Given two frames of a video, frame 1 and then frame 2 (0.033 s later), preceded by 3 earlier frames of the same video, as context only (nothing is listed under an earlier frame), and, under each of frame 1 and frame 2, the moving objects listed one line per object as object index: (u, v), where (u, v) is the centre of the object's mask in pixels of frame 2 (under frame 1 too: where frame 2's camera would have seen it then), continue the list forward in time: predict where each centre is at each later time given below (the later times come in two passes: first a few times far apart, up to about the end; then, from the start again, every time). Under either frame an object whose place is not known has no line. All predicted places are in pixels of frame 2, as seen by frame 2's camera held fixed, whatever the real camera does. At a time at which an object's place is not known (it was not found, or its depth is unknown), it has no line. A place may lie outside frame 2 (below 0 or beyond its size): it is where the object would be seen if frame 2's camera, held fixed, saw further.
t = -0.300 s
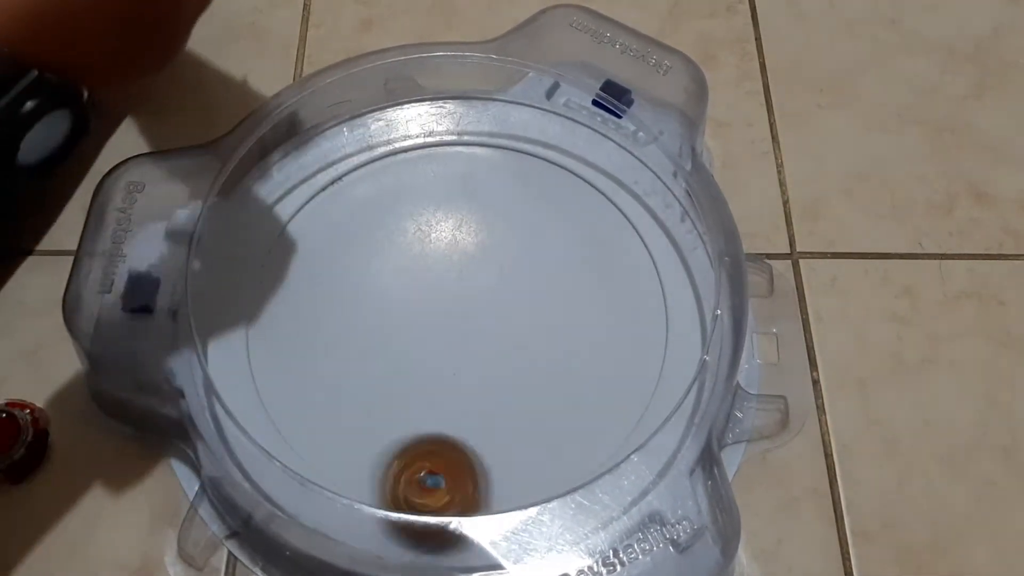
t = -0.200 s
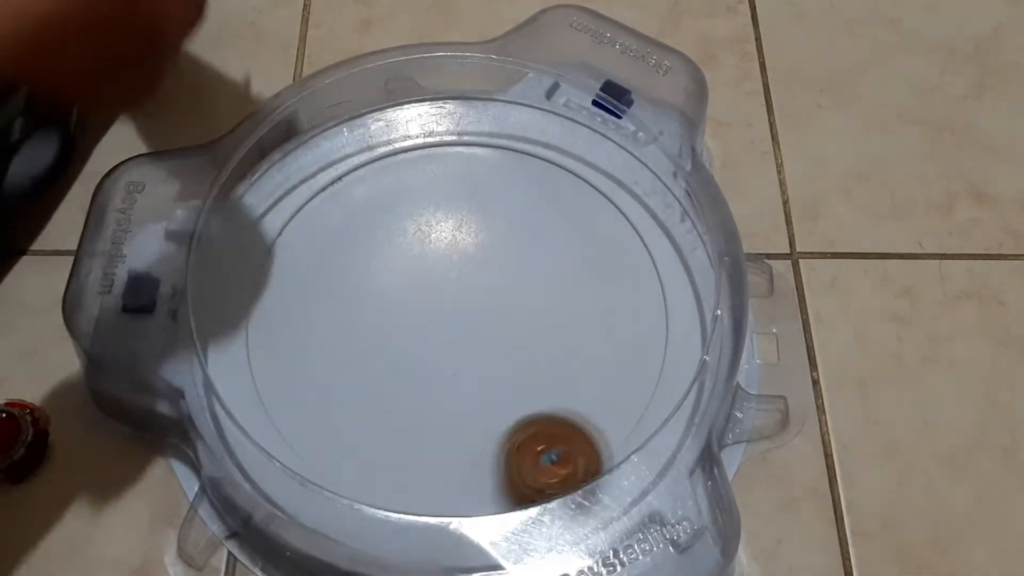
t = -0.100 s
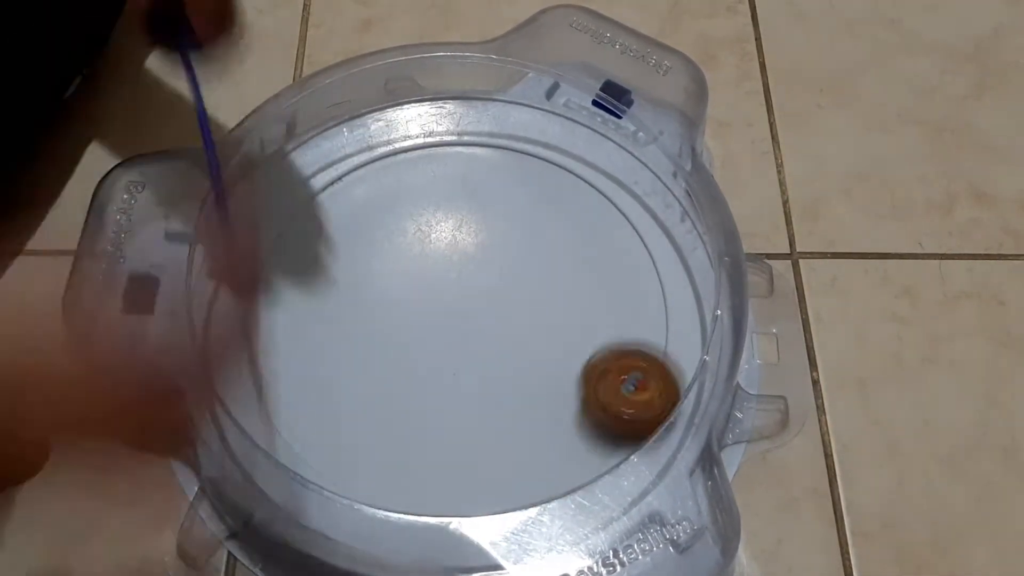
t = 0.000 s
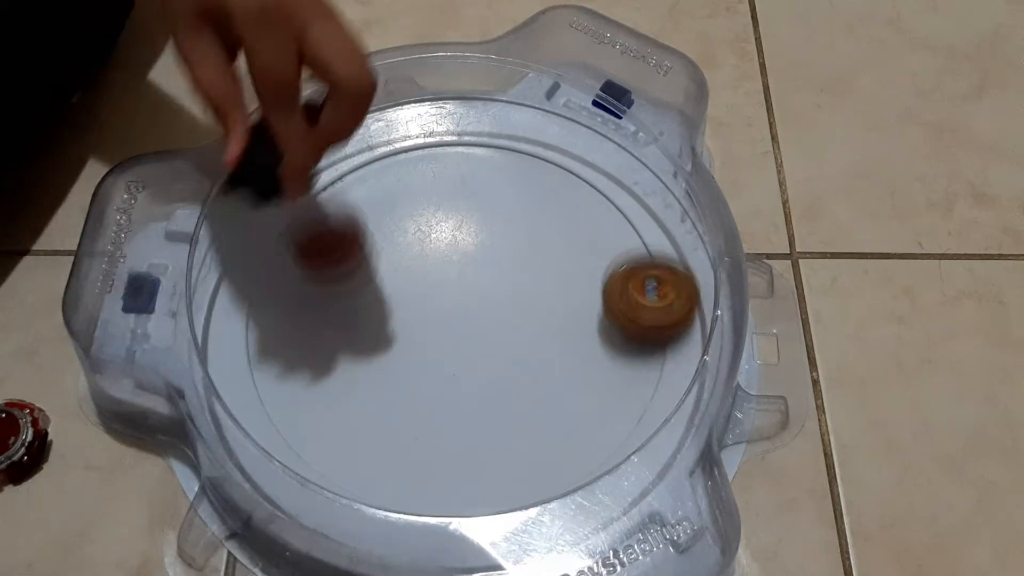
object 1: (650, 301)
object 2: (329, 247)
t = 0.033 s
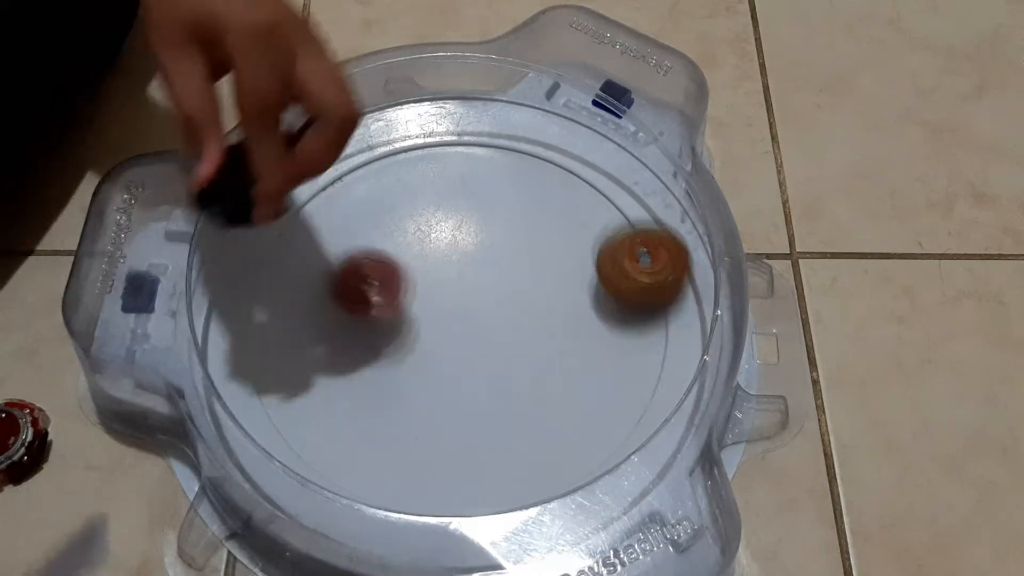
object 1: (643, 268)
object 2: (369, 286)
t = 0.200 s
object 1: (534, 154)
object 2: (567, 408)
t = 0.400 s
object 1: (328, 186)
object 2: (632, 330)
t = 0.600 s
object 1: (275, 385)
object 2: (536, 220)
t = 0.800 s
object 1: (478, 475)
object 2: (403, 240)
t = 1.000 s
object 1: (638, 358)
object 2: (360, 341)
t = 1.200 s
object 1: (573, 187)
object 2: (428, 399)
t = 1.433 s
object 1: (349, 180)
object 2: (498, 361)
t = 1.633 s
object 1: (275, 344)
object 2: (493, 308)
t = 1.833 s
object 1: (439, 468)
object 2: (454, 291)
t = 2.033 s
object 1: (614, 375)
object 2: (429, 298)
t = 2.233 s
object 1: (578, 210)
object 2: (425, 312)
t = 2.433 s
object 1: (403, 171)
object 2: (437, 319)
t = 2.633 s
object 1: (288, 294)
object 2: (455, 314)
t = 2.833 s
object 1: (377, 445)
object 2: (464, 306)
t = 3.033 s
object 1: (565, 426)
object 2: (468, 298)
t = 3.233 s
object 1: (618, 277)
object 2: (466, 296)
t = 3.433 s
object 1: (502, 177)
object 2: (466, 298)
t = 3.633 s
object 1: (341, 218)
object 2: (468, 303)
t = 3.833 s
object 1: (304, 367)
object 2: (470, 309)
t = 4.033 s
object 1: (455, 457)
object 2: (468, 313)
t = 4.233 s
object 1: (603, 368)
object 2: (465, 320)
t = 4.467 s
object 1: (561, 210)
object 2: (463, 326)
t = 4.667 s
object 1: (407, 184)
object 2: (458, 329)
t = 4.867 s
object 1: (300, 294)
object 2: (455, 330)
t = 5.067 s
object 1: (376, 433)
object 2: (455, 328)
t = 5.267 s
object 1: (550, 422)
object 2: (452, 324)
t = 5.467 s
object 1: (609, 285)
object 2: (448, 318)
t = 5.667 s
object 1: (508, 187)
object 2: (445, 313)
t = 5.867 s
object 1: (356, 217)
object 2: (444, 312)
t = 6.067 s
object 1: (313, 356)
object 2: (448, 312)
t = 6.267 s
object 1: (449, 448)
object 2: (456, 310)
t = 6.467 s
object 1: (590, 372)
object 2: (464, 307)
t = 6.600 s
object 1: (600, 278)
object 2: (469, 304)
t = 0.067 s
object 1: (630, 238)
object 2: (407, 301)
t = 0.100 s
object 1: (613, 210)
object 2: (450, 328)
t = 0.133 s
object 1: (592, 187)
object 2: (495, 376)
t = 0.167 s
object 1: (565, 169)
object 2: (533, 398)
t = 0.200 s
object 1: (534, 154)
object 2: (567, 408)
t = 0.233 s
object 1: (500, 144)
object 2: (600, 419)
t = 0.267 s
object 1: (466, 139)
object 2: (623, 416)
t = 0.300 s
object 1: (429, 141)
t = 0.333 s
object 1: (393, 152)
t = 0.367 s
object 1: (360, 166)
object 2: (637, 352)
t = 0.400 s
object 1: (328, 186)
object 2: (632, 330)
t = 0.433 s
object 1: (300, 211)
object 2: (624, 306)
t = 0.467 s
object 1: (278, 241)
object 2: (613, 280)
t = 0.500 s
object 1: (264, 275)
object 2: (597, 260)
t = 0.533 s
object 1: (261, 312)
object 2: (579, 243)
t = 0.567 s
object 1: (264, 350)
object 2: (558, 230)
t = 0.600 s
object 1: (275, 385)
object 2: (536, 220)
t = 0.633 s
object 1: (295, 416)
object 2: (513, 215)
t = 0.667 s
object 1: (321, 438)
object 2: (489, 213)
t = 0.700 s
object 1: (357, 459)
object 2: (466, 215)
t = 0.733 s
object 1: (396, 471)
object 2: (444, 219)
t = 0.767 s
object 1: (436, 476)
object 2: (422, 228)
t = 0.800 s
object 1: (478, 475)
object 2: (403, 240)
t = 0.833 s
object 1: (515, 468)
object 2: (388, 255)
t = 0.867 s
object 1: (550, 454)
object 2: (374, 271)
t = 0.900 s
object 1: (580, 436)
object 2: (365, 288)
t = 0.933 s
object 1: (605, 414)
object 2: (359, 305)
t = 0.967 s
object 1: (624, 389)
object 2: (358, 325)
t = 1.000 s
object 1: (638, 358)
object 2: (360, 341)
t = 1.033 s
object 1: (643, 328)
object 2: (366, 356)
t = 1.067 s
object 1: (642, 297)
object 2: (375, 370)
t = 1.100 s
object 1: (634, 265)
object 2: (386, 381)
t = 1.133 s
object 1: (619, 236)
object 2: (399, 390)
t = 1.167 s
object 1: (599, 210)
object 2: (413, 396)
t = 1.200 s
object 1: (573, 187)
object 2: (428, 399)
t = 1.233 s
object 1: (545, 171)
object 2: (441, 399)
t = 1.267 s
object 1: (514, 159)
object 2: (455, 396)
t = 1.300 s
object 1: (481, 153)
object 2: (466, 392)
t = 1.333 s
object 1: (446, 152)
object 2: (477, 385)
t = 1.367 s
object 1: (412, 156)
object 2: (486, 378)
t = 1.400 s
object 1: (378, 165)
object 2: (493, 370)
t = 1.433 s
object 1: (349, 180)
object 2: (498, 361)
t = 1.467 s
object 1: (323, 197)
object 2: (501, 350)
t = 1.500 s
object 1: (302, 219)
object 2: (503, 339)
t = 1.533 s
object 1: (285, 245)
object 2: (502, 330)
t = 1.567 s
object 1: (275, 274)
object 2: (501, 324)
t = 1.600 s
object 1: (270, 308)
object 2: (497, 315)
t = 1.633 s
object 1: (275, 344)
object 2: (493, 308)
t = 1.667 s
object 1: (286, 377)
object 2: (487, 303)
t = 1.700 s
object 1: (304, 406)
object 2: (481, 298)
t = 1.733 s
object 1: (330, 433)
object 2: (474, 295)
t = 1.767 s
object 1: (362, 451)
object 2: (467, 292)
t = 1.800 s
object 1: (399, 463)
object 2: (460, 292)
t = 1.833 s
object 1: (439, 468)
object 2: (454, 291)
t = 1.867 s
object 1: (477, 467)
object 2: (448, 290)
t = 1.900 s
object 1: (514, 459)
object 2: (443, 291)
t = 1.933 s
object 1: (549, 444)
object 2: (438, 292)
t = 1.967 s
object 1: (576, 425)
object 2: (434, 294)
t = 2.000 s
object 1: (598, 402)
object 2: (431, 296)
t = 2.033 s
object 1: (614, 375)
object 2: (429, 298)
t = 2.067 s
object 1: (625, 345)
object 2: (427, 300)
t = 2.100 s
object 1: (628, 316)
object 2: (425, 303)
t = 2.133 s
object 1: (625, 288)
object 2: (425, 305)
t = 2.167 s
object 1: (615, 258)
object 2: (424, 307)
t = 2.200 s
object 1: (599, 232)
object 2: (425, 310)
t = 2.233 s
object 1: (578, 210)
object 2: (425, 312)
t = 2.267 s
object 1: (553, 191)
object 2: (426, 314)
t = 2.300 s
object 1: (527, 176)
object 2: (428, 316)
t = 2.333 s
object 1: (496, 167)
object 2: (430, 317)
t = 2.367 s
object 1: (465, 163)
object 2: (431, 318)
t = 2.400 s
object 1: (434, 166)
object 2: (434, 318)
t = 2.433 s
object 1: (403, 171)
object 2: (437, 319)
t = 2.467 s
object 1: (374, 182)
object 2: (440, 318)
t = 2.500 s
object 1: (349, 198)
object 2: (443, 319)
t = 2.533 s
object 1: (326, 218)
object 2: (446, 317)
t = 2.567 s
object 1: (309, 241)
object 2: (450, 316)
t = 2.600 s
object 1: (295, 266)
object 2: (452, 315)
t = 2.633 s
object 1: (288, 294)
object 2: (455, 314)
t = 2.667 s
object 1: (286, 321)
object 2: (457, 313)
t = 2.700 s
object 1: (293, 352)
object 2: (458, 311)
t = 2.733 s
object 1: (305, 379)
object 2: (461, 310)
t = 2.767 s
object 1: (324, 405)
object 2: (462, 309)
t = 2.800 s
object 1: (348, 427)
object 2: (463, 306)
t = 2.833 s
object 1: (377, 445)
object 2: (464, 306)
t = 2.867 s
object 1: (408, 456)
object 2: (465, 304)
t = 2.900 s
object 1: (441, 460)
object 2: (466, 302)
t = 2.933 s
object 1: (475, 460)
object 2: (467, 302)
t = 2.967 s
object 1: (508, 455)
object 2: (467, 300)
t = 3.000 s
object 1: (538, 443)
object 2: (468, 299)
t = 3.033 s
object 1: (565, 426)
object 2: (468, 298)
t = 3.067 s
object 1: (586, 405)
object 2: (468, 297)
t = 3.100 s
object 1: (604, 381)
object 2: (468, 297)
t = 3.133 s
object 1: (616, 355)
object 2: (468, 296)
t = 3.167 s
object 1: (622, 330)
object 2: (467, 296)
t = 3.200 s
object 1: (623, 302)
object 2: (467, 296)
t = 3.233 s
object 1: (618, 277)
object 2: (466, 296)
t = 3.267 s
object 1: (608, 254)
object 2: (466, 296)
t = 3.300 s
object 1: (593, 232)
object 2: (465, 296)
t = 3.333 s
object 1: (575, 213)
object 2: (465, 296)
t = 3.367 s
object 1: (553, 198)
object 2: (465, 296)
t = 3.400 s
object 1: (530, 185)
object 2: (465, 297)
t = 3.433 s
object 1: (502, 177)
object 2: (466, 298)
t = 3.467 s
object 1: (475, 173)
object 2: (466, 298)
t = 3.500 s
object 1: (445, 173)
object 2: (466, 299)
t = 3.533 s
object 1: (416, 179)
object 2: (467, 300)
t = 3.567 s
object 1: (389, 187)
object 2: (467, 302)
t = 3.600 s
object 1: (364, 201)
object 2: (468, 302)
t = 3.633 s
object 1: (341, 218)
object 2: (468, 303)
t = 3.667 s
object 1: (322, 238)
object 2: (469, 305)
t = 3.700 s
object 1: (307, 260)
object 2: (469, 305)
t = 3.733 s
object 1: (297, 286)
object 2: (469, 305)
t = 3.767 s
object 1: (293, 313)
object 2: (469, 306)
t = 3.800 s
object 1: (295, 343)
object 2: (470, 307)
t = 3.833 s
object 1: (304, 367)
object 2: (470, 309)
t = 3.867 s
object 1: (320, 393)
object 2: (469, 309)
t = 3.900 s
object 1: (341, 417)
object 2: (469, 310)
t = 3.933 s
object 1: (364, 435)
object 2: (469, 310)
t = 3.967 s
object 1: (392, 449)
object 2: (469, 312)
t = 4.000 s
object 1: (423, 455)
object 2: (468, 311)
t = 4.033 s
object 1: (455, 457)
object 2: (468, 313)
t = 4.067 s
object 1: (488, 454)
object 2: (468, 312)
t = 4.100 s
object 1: (518, 445)
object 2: (467, 315)
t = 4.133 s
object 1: (546, 433)
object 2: (466, 316)
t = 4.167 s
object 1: (569, 414)
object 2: (466, 318)
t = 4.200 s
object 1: (588, 391)
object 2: (465, 319)
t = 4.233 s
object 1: (603, 368)
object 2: (465, 320)
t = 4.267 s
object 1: (612, 343)
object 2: (465, 321)
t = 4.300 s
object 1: (616, 316)
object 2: (464, 322)
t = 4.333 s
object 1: (614, 292)
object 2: (464, 323)
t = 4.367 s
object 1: (606, 268)
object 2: (464, 324)
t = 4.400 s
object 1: (594, 247)
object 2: (464, 325)
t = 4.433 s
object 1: (580, 226)
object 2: (463, 326)
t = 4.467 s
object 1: (561, 210)
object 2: (463, 326)
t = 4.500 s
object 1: (539, 196)
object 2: (462, 327)
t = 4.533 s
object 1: (515, 185)
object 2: (461, 328)
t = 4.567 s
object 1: (489, 178)
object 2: (460, 329)
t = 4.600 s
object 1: (461, 177)
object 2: (459, 328)
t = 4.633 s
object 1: (434, 178)
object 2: (459, 330)
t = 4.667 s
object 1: (407, 184)
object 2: (458, 329)
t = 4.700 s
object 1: (381, 194)
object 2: (457, 330)
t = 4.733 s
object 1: (357, 208)
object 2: (456, 330)
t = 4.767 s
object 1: (337, 226)
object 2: (456, 330)
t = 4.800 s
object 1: (320, 246)
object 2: (455, 330)
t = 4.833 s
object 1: (307, 269)
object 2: (455, 330)
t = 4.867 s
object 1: (300, 294)
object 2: (455, 330)
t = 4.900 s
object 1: (300, 324)
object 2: (455, 330)
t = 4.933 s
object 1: (304, 349)
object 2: (455, 331)
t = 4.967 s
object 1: (314, 375)
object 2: (455, 329)
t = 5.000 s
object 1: (331, 397)
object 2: (455, 328)
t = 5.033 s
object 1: (350, 417)
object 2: (455, 327)
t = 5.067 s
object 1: (376, 433)
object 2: (455, 328)
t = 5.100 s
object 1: (404, 444)
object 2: (455, 326)
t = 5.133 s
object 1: (435, 450)
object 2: (455, 327)
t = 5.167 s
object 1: (466, 451)
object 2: (454, 325)
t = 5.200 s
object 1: (496, 446)
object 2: (454, 325)
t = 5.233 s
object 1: (525, 436)
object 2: (453, 324)
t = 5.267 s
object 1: (550, 422)
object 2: (452, 324)
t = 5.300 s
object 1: (572, 403)
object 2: (451, 323)
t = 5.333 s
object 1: (589, 382)
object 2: (451, 322)
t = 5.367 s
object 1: (602, 358)
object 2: (450, 321)
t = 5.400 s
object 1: (610, 334)
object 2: (449, 320)
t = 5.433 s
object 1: (612, 310)
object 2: (448, 319)
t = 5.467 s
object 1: (609, 285)
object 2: (448, 318)
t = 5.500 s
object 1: (600, 263)
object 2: (448, 317)
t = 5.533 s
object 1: (588, 243)
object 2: (447, 316)
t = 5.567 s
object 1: (572, 225)
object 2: (447, 315)
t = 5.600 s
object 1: (554, 209)
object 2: (446, 314)
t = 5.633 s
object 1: (532, 197)
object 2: (446, 314)
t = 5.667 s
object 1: (508, 187)
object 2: (445, 313)
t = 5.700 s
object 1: (482, 182)
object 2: (445, 312)
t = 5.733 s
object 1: (456, 182)
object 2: (445, 311)
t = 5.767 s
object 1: (429, 185)
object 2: (444, 311)
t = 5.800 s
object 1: (402, 192)
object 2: (444, 311)
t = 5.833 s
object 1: (377, 203)
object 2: (444, 311)
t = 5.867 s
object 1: (356, 217)
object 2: (444, 312)
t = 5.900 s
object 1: (337, 235)
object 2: (444, 311)
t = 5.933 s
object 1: (322, 257)
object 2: (445, 311)
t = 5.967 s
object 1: (312, 282)
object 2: (445, 313)
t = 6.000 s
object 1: (306, 306)
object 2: (446, 312)
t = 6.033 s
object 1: (307, 332)
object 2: (447, 312)
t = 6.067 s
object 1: (313, 356)
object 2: (448, 312)
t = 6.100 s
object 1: (325, 380)
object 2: (449, 313)
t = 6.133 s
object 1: (342, 403)
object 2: (450, 312)
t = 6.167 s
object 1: (364, 420)
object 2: (451, 311)
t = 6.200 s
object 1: (389, 434)
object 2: (453, 312)
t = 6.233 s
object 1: (419, 443)
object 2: (454, 311)
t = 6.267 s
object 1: (449, 448)
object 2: (456, 310)
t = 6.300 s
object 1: (478, 446)
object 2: (457, 310)
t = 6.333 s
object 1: (507, 439)
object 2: (459, 310)
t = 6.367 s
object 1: (534, 428)
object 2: (460, 308)
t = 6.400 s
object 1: (557, 414)
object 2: (462, 309)
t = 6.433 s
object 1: (575, 393)
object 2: (463, 308)
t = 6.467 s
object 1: (590, 372)
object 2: (464, 307)
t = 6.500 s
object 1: (600, 349)
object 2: (465, 307)
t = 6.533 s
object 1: (604, 326)
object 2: (466, 306)
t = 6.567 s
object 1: (605, 302)
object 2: (468, 305)
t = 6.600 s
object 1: (600, 278)
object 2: (469, 304)
